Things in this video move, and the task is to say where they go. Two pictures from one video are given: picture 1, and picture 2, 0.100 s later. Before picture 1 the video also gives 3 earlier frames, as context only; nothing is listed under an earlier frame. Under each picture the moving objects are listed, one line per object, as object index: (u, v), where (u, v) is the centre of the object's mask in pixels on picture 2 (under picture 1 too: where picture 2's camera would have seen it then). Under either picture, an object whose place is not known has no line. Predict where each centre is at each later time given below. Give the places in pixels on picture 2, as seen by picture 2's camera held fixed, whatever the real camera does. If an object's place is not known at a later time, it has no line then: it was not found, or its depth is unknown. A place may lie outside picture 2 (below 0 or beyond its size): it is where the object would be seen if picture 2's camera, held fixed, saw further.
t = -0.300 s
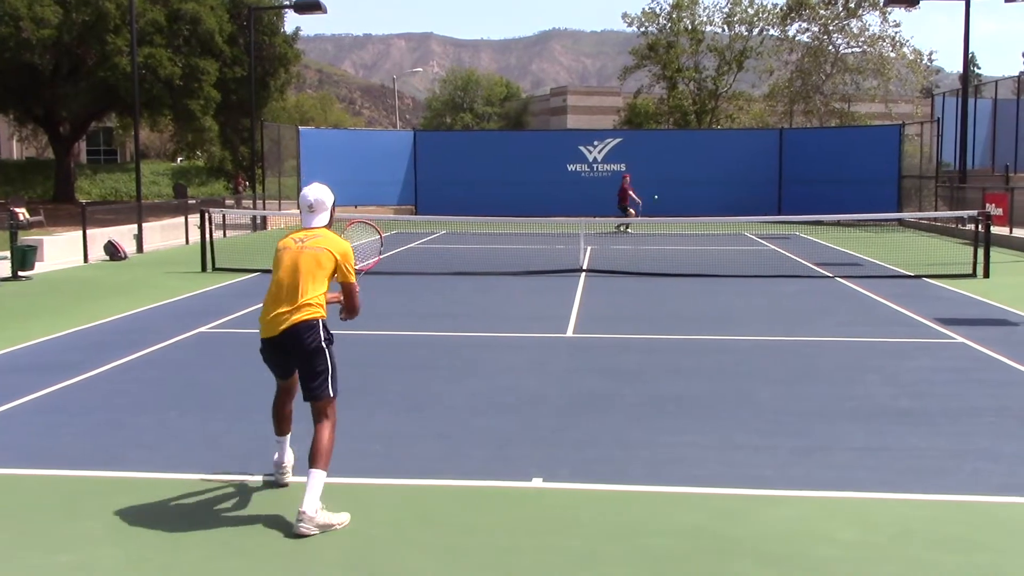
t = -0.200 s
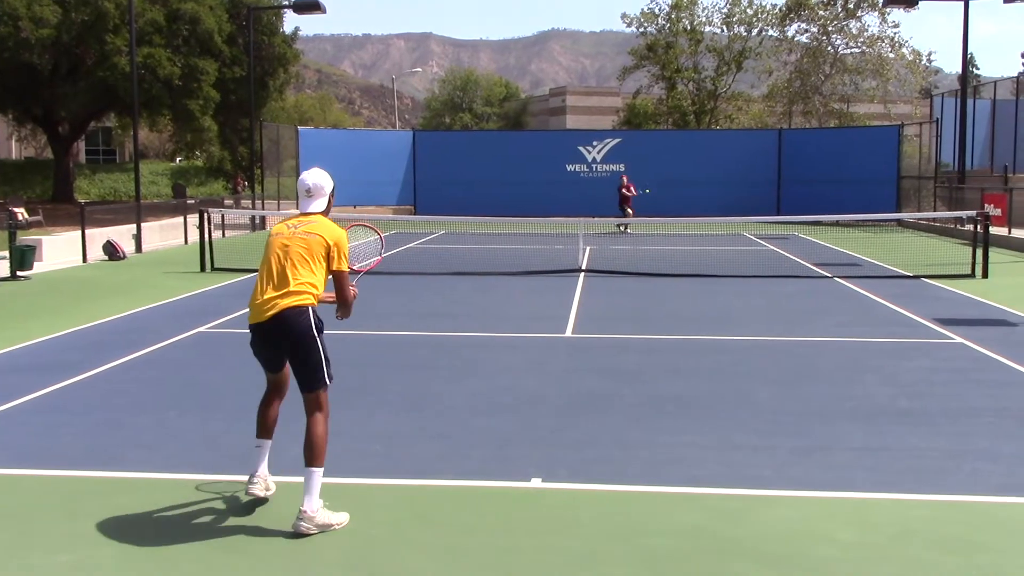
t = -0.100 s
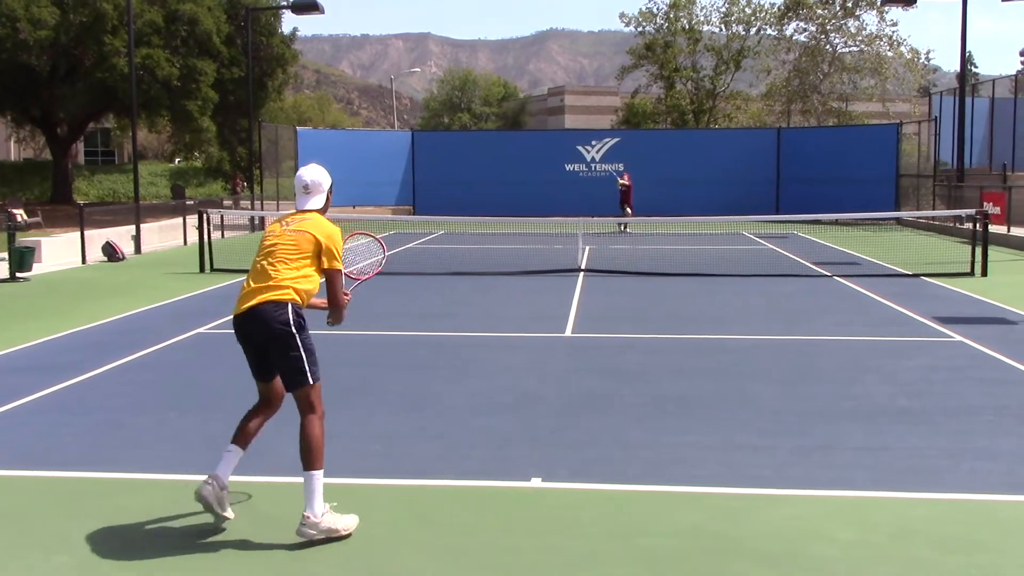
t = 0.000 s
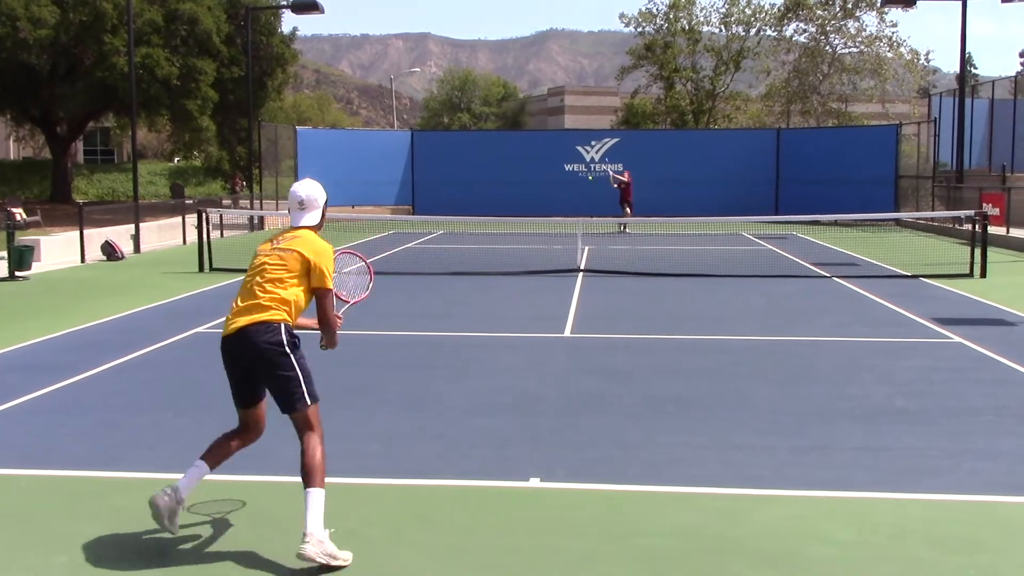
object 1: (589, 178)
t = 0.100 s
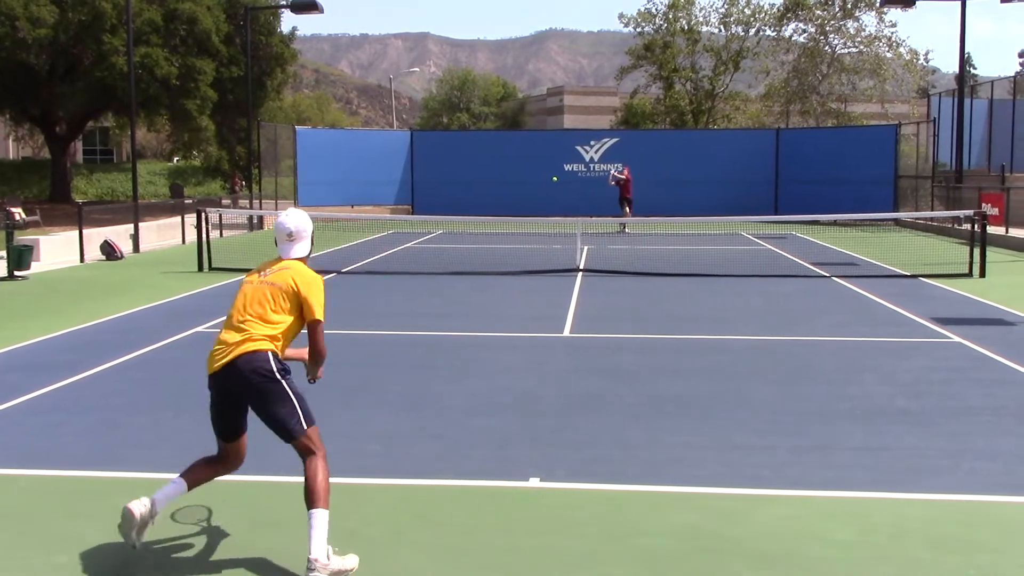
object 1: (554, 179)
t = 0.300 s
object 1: (465, 205)
